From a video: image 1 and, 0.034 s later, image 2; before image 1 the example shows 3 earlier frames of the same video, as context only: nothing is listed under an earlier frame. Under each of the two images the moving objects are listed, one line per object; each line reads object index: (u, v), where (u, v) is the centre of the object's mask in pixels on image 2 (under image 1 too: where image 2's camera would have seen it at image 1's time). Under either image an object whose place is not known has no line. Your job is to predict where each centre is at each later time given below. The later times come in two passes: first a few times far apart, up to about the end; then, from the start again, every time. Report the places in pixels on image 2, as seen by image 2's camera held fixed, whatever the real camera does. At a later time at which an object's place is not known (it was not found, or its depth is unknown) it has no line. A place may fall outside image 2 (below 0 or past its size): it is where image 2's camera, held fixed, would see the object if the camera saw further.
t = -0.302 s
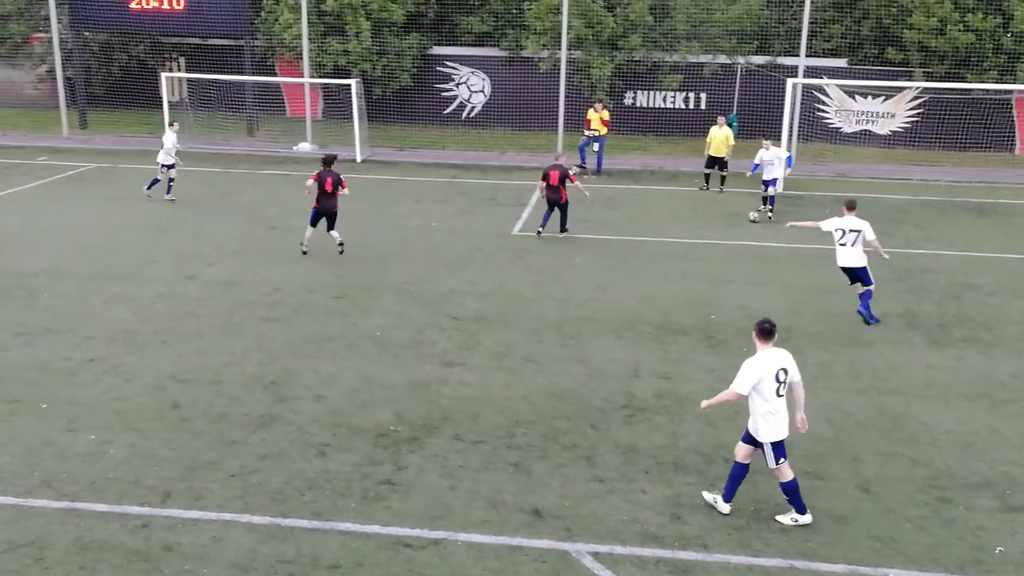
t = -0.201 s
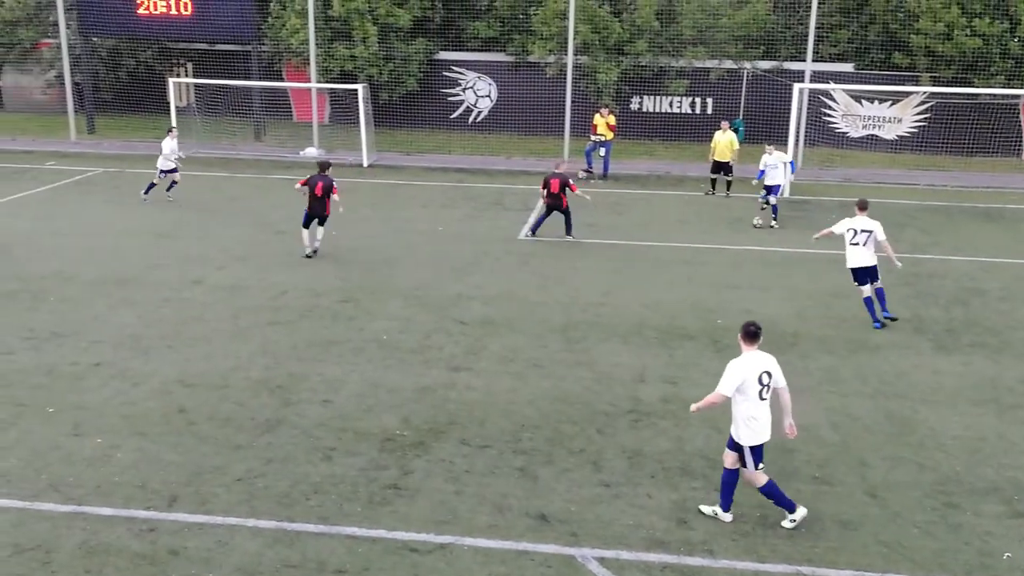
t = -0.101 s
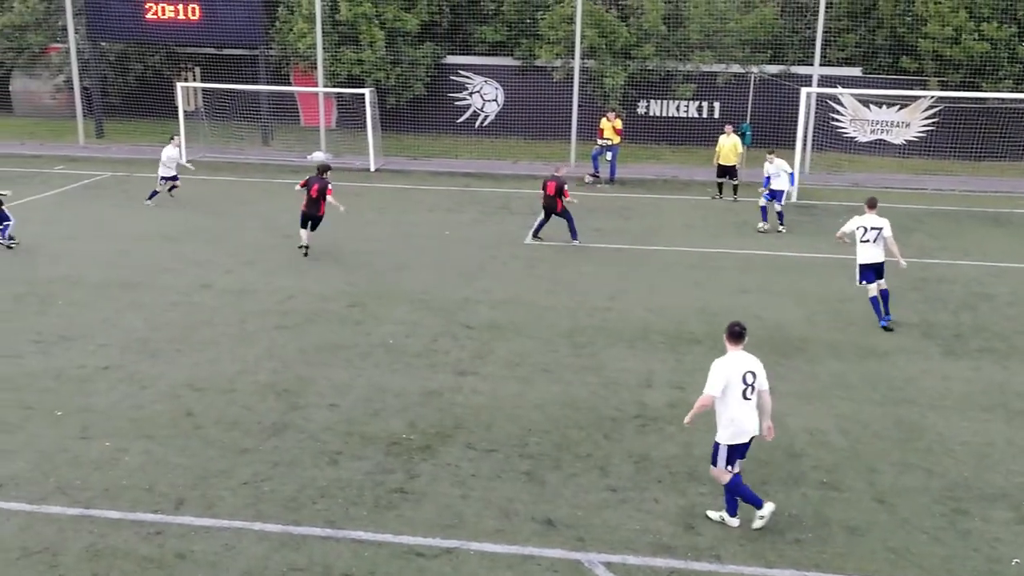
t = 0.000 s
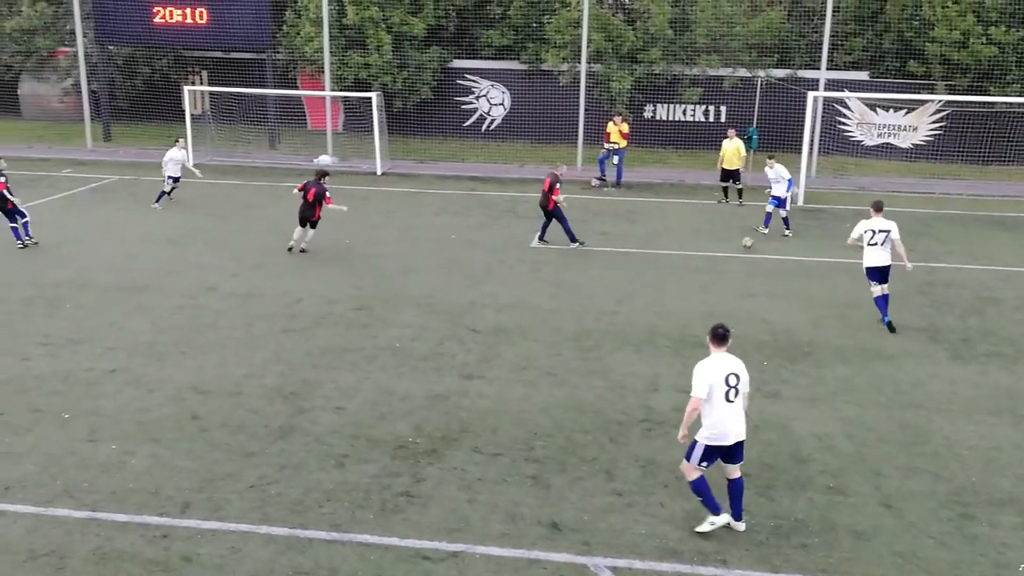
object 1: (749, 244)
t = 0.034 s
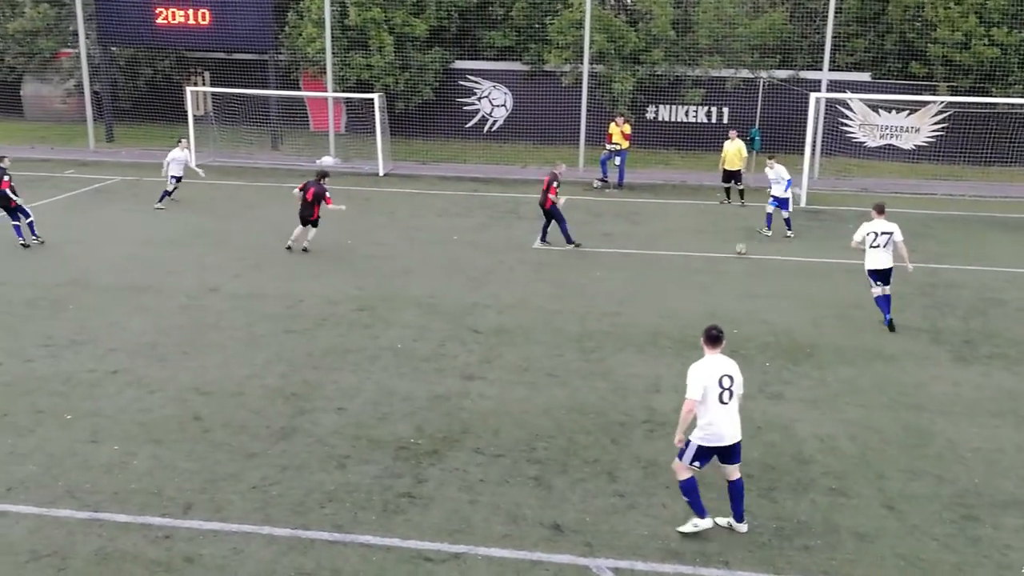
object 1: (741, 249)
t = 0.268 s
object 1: (682, 291)
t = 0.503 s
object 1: (617, 334)
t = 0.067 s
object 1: (733, 256)
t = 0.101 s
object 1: (724, 263)
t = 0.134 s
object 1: (718, 267)
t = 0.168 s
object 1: (709, 270)
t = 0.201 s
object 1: (700, 276)
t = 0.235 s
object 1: (690, 282)
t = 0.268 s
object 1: (682, 291)
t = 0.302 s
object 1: (672, 300)
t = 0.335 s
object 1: (663, 304)
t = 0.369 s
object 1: (655, 307)
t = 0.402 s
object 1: (646, 313)
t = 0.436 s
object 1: (637, 318)
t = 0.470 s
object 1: (627, 326)
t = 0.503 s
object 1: (617, 334)
